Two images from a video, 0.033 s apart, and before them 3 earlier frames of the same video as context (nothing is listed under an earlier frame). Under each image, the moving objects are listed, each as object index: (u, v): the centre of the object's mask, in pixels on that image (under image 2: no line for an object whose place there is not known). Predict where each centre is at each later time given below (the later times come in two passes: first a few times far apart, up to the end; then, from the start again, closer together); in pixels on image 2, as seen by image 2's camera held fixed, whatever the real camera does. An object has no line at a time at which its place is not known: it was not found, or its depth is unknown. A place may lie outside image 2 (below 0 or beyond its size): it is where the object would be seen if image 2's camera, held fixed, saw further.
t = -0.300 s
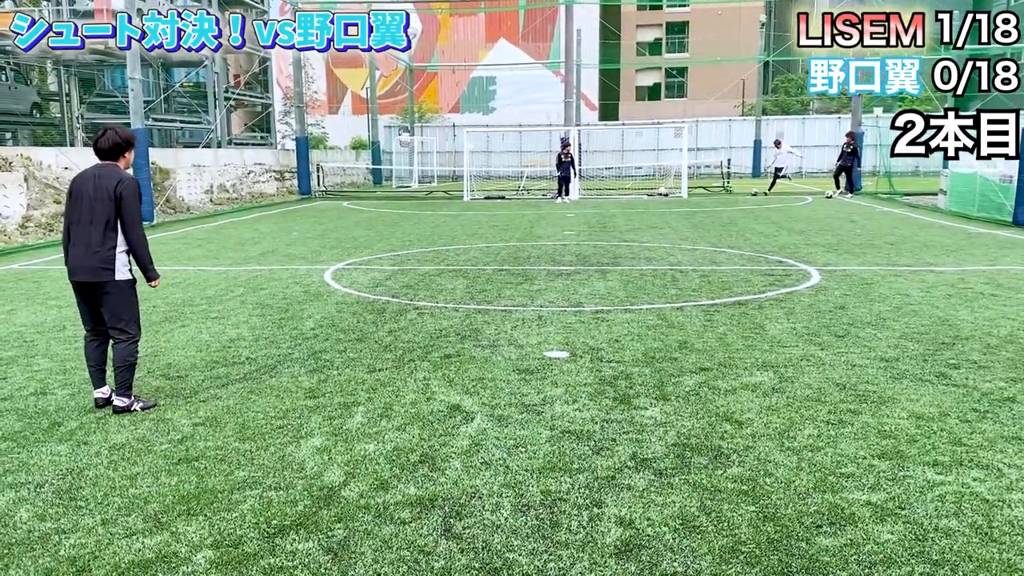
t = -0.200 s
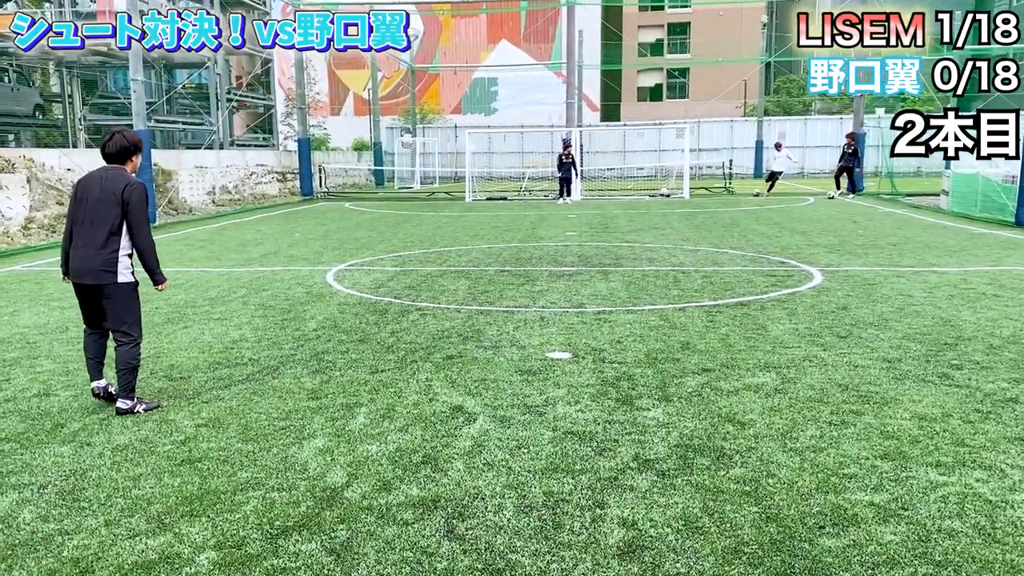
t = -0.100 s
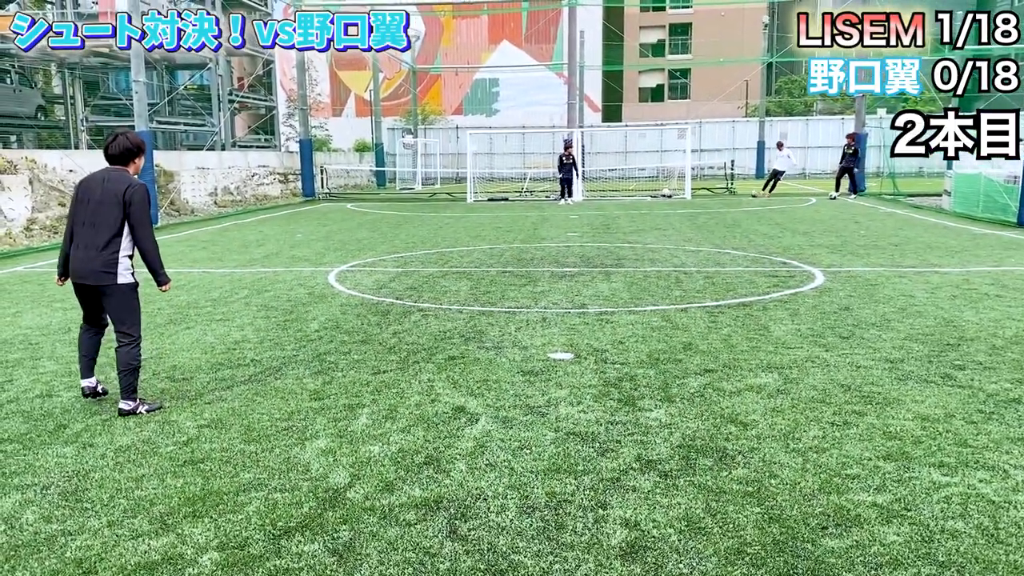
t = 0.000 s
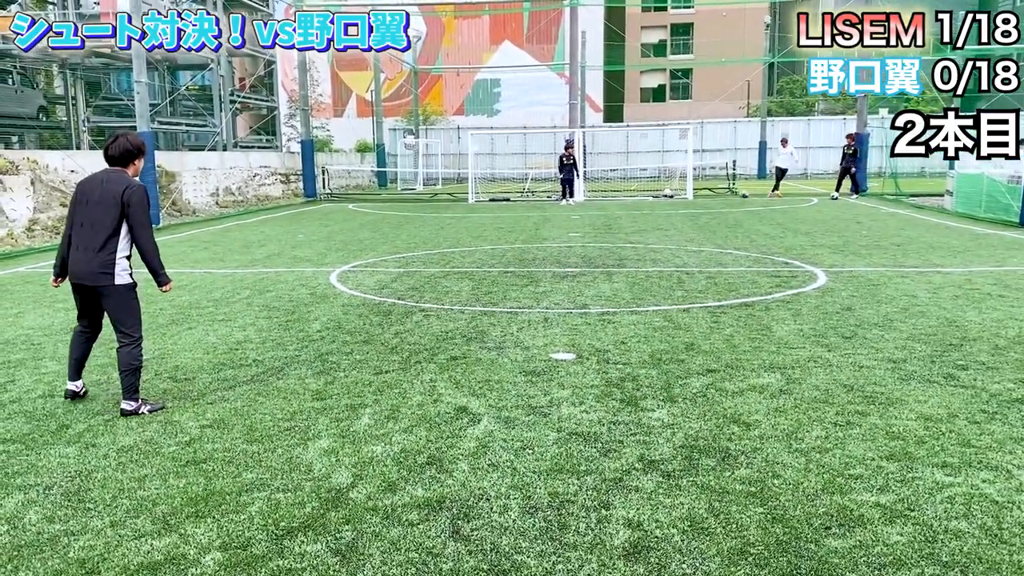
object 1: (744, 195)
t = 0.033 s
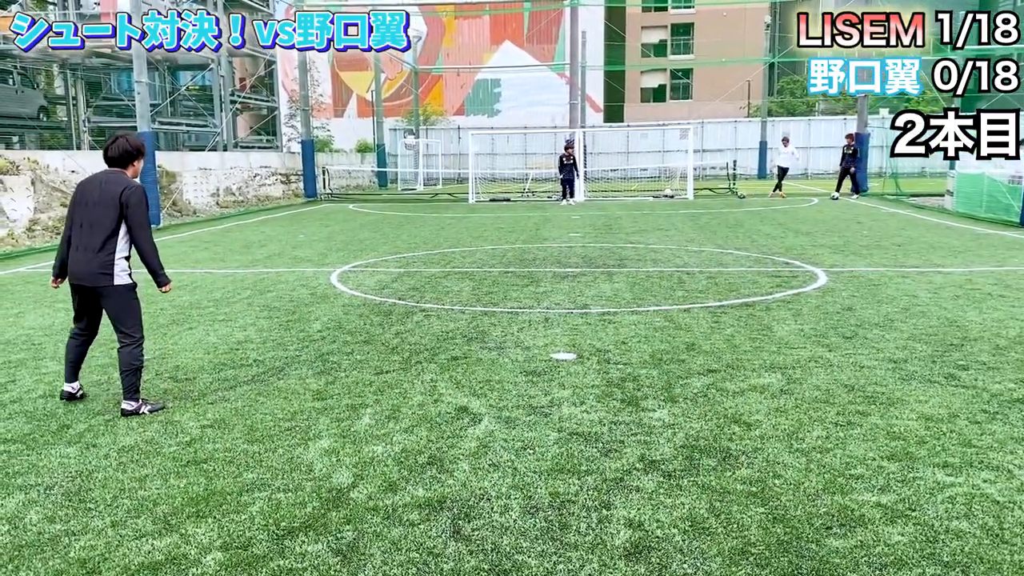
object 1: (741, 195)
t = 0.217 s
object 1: (720, 204)
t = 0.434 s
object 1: (693, 220)
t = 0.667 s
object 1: (656, 243)
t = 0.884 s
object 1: (617, 274)
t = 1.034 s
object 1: (582, 299)
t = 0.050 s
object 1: (739, 196)
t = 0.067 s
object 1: (737, 195)
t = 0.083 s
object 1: (736, 196)
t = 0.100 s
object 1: (734, 196)
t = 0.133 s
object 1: (730, 198)
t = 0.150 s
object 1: (728, 199)
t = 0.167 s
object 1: (727, 200)
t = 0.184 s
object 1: (725, 202)
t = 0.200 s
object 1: (723, 203)
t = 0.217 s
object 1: (720, 204)
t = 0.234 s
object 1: (719, 206)
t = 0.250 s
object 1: (716, 208)
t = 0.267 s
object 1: (714, 210)
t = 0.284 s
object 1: (712, 212)
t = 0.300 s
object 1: (710, 214)
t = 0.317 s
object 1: (708, 216)
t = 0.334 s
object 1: (706, 217)
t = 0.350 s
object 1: (704, 218)
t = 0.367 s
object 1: (702, 218)
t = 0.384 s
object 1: (701, 218)
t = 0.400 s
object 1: (697, 219)
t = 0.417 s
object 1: (695, 219)
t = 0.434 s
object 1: (693, 220)
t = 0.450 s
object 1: (690, 221)
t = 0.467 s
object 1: (688, 222)
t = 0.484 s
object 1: (686, 223)
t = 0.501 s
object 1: (683, 225)
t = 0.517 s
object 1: (680, 227)
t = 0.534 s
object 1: (678, 228)
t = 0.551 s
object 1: (675, 230)
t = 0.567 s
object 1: (672, 233)
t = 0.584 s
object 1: (670, 236)
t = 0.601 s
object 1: (667, 238)
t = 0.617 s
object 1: (664, 241)
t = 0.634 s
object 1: (661, 242)
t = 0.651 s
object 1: (659, 243)
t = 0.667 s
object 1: (656, 243)
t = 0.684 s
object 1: (652, 244)
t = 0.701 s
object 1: (650, 245)
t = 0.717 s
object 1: (648, 247)
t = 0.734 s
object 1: (646, 248)
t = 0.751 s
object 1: (642, 250)
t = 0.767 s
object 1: (639, 252)
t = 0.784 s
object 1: (636, 255)
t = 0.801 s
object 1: (633, 257)
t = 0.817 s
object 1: (630, 260)
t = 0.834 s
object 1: (627, 263)
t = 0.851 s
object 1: (623, 267)
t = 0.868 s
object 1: (620, 271)
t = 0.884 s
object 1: (617, 274)
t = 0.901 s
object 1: (613, 276)
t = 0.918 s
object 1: (610, 277)
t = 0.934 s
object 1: (606, 280)
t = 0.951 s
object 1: (602, 282)
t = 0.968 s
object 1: (598, 284)
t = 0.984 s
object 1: (594, 288)
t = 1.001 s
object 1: (590, 291)
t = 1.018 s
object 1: (586, 294)
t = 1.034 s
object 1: (582, 299)
